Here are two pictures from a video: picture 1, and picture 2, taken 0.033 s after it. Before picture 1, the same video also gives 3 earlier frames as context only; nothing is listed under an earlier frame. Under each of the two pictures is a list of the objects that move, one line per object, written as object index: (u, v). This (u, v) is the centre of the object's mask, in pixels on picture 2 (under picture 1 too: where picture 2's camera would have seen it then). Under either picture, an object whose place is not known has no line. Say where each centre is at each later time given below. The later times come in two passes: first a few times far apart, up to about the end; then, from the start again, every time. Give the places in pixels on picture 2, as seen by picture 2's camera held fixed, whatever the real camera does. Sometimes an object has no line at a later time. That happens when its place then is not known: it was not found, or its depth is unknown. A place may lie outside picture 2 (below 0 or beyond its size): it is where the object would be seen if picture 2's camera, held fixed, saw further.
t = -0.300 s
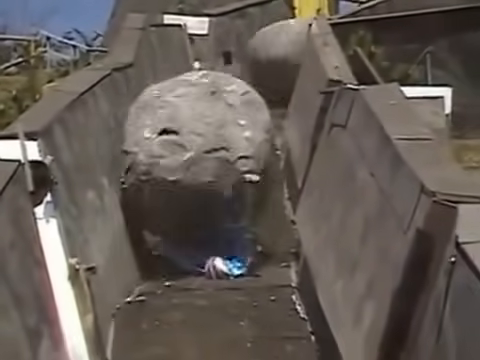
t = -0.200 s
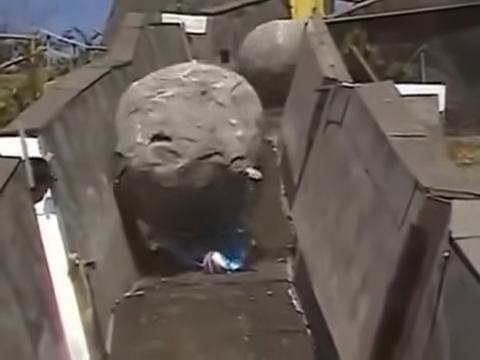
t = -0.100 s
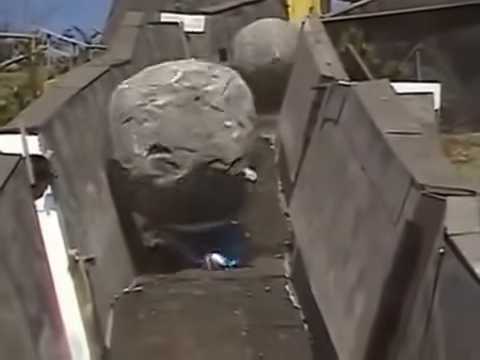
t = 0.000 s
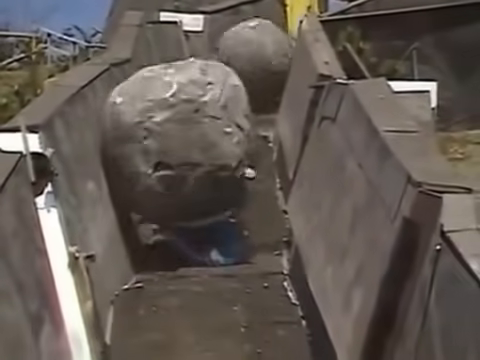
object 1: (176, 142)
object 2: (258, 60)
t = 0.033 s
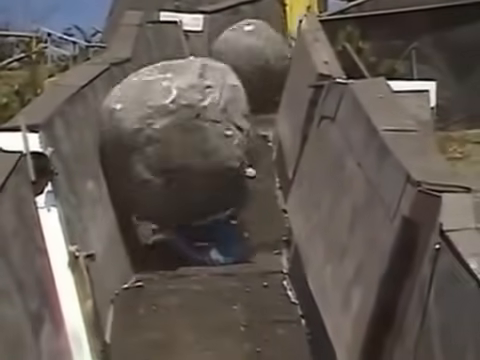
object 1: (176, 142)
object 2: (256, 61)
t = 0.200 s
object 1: (179, 155)
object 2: (247, 64)
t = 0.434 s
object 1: (184, 171)
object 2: (238, 65)
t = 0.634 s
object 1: (188, 189)
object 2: (239, 69)
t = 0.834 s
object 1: (187, 184)
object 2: (244, 65)
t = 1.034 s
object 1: (188, 199)
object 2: (239, 73)
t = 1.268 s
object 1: (189, 189)
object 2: (230, 62)
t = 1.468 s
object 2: (215, 61)
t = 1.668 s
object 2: (208, 69)
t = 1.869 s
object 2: (214, 78)
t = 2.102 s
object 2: (217, 82)
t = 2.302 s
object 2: (218, 91)
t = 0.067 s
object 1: (176, 143)
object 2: (254, 63)
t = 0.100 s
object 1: (176, 144)
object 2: (254, 65)
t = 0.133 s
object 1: (177, 146)
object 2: (252, 65)
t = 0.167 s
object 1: (177, 148)
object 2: (251, 66)
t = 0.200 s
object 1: (179, 155)
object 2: (247, 64)
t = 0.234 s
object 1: (179, 155)
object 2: (245, 65)
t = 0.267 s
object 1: (179, 157)
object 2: (244, 65)
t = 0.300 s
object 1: (180, 159)
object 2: (241, 64)
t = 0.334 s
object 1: (181, 161)
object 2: (240, 64)
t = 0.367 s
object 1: (183, 163)
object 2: (240, 63)
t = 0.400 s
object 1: (184, 167)
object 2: (239, 64)
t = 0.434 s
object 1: (184, 171)
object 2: (238, 65)
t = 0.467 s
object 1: (186, 175)
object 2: (238, 66)
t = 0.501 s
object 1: (187, 180)
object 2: (237, 68)
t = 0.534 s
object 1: (188, 184)
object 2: (238, 69)
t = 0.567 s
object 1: (187, 188)
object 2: (238, 70)
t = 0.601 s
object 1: (187, 189)
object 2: (238, 69)
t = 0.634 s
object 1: (188, 189)
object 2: (239, 69)
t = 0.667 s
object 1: (188, 189)
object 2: (240, 68)
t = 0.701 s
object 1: (187, 187)
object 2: (241, 67)
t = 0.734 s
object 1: (187, 186)
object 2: (241, 66)
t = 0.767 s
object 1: (187, 185)
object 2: (242, 65)
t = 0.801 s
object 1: (187, 185)
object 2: (243, 65)
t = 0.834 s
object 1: (187, 184)
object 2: (244, 65)
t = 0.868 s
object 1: (188, 185)
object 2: (244, 67)
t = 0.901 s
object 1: (188, 186)
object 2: (243, 68)
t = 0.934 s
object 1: (187, 189)
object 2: (243, 70)
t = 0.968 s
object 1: (187, 193)
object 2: (242, 71)
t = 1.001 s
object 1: (188, 197)
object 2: (241, 72)
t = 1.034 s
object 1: (188, 199)
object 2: (239, 73)
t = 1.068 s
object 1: (188, 201)
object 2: (238, 72)
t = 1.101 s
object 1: (188, 200)
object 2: (236, 71)
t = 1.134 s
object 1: (188, 199)
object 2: (236, 70)
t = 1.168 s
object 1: (187, 197)
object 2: (235, 67)
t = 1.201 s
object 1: (187, 195)
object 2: (232, 65)
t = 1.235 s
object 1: (189, 190)
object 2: (232, 63)
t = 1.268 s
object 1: (189, 189)
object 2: (230, 62)
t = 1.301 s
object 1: (190, 187)
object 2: (227, 62)
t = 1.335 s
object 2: (225, 60)
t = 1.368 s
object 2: (223, 60)
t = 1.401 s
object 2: (220, 59)
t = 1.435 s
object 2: (217, 59)
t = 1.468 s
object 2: (215, 61)
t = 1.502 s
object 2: (210, 62)
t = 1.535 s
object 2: (208, 63)
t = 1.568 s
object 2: (208, 64)
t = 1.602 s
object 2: (208, 66)
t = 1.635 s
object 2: (208, 68)
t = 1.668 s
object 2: (208, 69)
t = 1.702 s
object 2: (209, 69)
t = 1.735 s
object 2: (211, 70)
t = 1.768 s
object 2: (211, 71)
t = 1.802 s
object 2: (212, 72)
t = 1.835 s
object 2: (213, 75)
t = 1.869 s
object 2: (214, 78)
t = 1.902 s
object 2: (214, 81)
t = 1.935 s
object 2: (214, 83)
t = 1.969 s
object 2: (215, 84)
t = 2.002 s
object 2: (216, 85)
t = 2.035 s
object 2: (215, 87)
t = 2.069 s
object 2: (216, 88)
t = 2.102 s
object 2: (217, 82)
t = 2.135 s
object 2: (216, 84)
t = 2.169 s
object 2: (217, 83)
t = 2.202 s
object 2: (217, 84)
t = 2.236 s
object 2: (217, 86)
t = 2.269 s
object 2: (218, 88)
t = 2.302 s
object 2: (218, 91)
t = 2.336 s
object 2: (219, 91)
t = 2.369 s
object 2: (219, 94)
